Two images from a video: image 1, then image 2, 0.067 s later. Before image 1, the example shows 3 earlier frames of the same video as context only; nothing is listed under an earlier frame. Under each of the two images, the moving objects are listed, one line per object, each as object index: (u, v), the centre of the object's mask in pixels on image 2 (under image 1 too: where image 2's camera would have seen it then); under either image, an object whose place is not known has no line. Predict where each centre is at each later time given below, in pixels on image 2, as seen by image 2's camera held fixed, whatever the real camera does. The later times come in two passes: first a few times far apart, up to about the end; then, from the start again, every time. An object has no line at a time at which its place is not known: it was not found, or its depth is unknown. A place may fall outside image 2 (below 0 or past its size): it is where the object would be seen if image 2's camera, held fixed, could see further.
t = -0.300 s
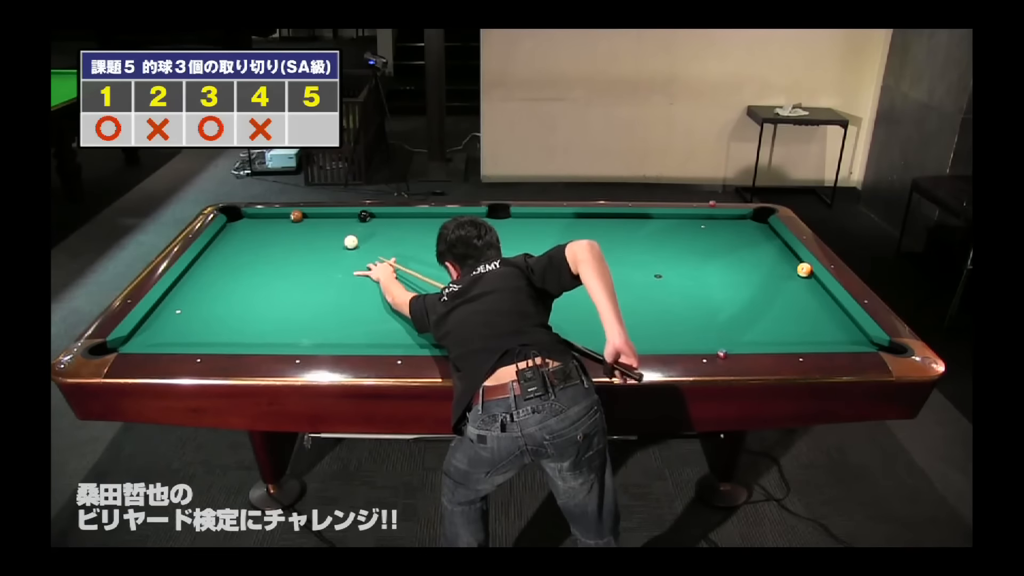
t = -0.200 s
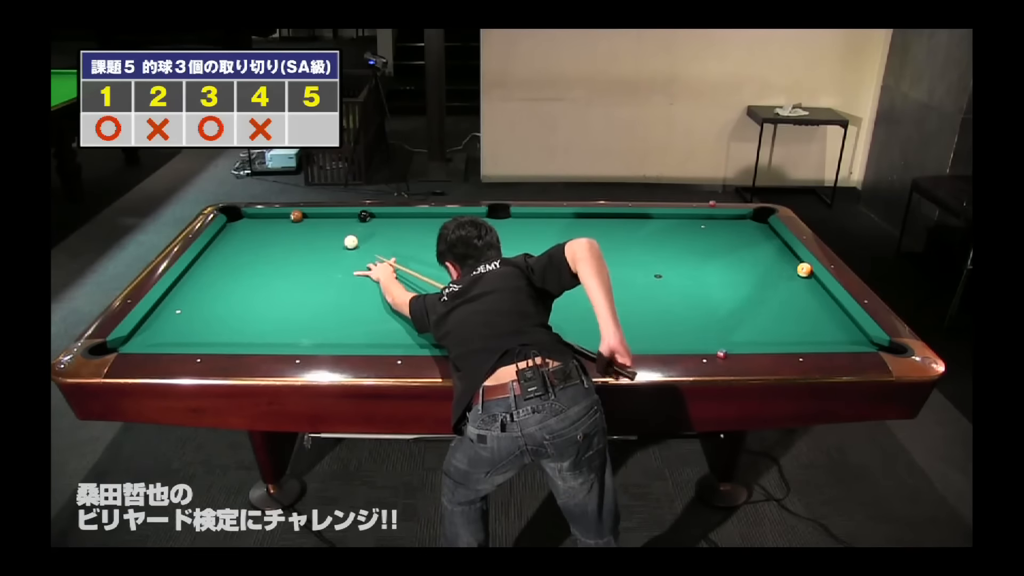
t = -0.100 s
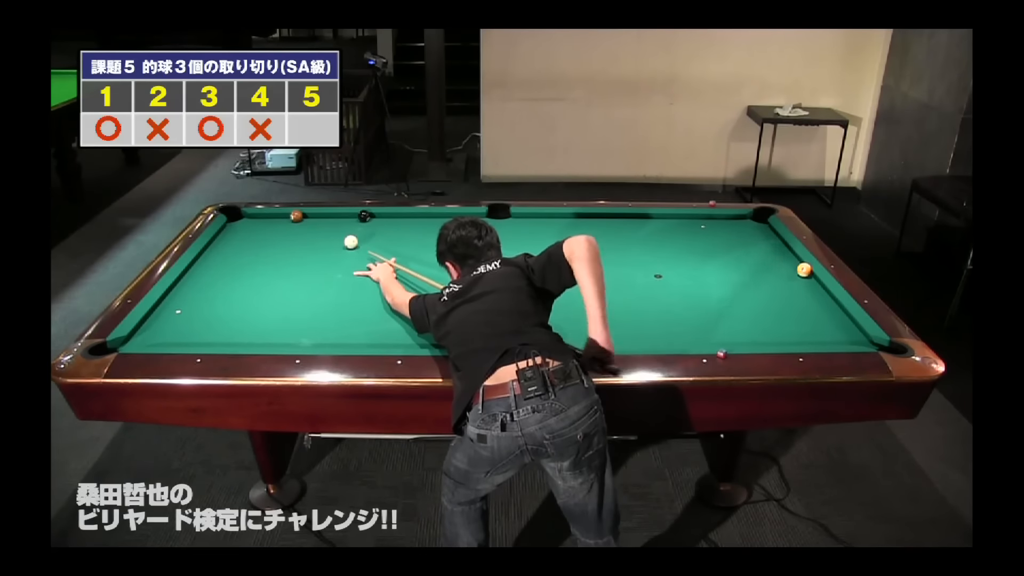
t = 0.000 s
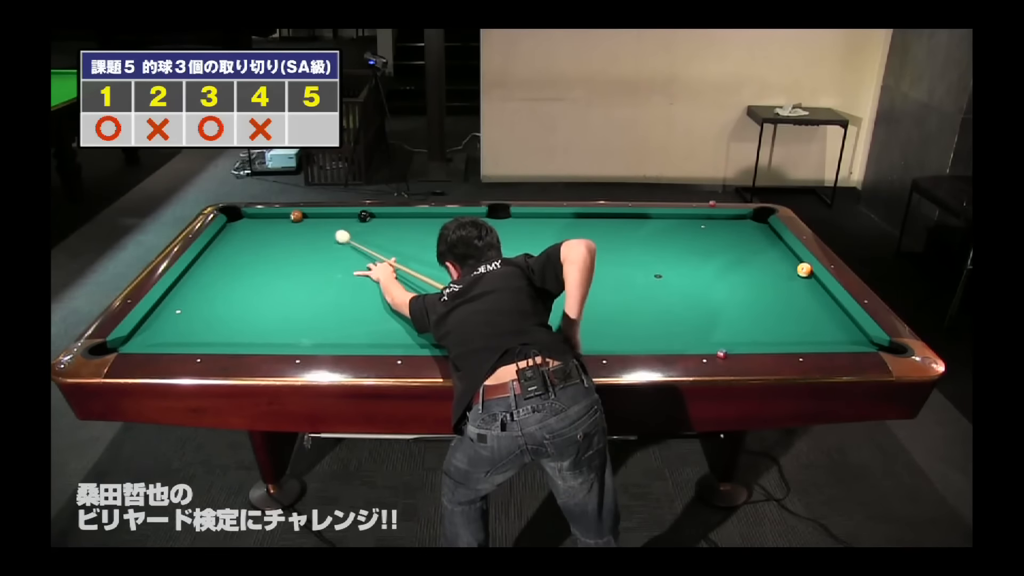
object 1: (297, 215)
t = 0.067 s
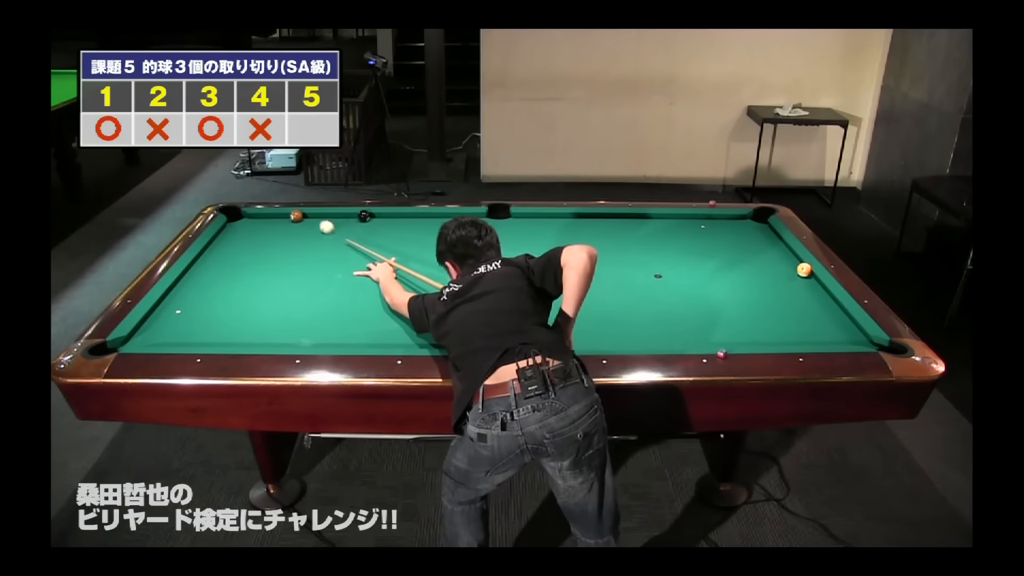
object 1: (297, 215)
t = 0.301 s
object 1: (271, 215)
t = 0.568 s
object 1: (232, 216)
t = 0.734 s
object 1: (236, 218)
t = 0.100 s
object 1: (297, 215)
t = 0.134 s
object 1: (297, 215)
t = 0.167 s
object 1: (295, 214)
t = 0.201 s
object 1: (288, 215)
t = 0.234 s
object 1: (282, 215)
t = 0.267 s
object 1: (276, 215)
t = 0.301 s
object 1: (271, 215)
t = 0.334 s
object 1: (266, 215)
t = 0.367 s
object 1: (261, 215)
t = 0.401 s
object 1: (255, 216)
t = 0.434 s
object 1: (250, 216)
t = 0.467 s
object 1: (245, 216)
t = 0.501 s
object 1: (240, 216)
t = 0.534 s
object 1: (235, 216)
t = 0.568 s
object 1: (232, 216)
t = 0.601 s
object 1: (234, 215)
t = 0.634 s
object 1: (235, 214)
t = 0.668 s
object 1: (235, 215)
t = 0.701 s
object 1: (236, 215)
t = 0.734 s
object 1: (236, 218)
